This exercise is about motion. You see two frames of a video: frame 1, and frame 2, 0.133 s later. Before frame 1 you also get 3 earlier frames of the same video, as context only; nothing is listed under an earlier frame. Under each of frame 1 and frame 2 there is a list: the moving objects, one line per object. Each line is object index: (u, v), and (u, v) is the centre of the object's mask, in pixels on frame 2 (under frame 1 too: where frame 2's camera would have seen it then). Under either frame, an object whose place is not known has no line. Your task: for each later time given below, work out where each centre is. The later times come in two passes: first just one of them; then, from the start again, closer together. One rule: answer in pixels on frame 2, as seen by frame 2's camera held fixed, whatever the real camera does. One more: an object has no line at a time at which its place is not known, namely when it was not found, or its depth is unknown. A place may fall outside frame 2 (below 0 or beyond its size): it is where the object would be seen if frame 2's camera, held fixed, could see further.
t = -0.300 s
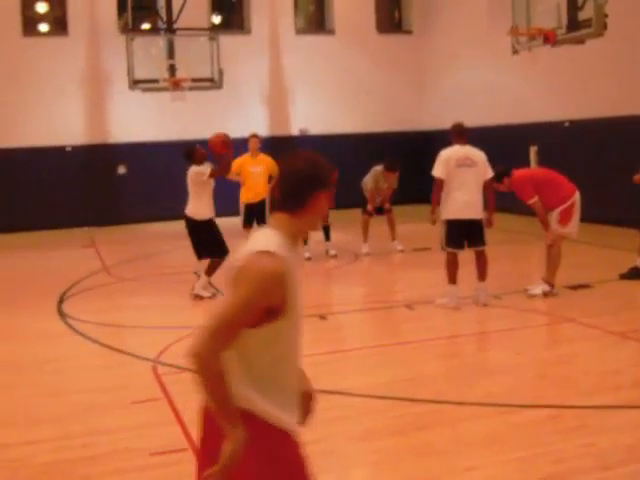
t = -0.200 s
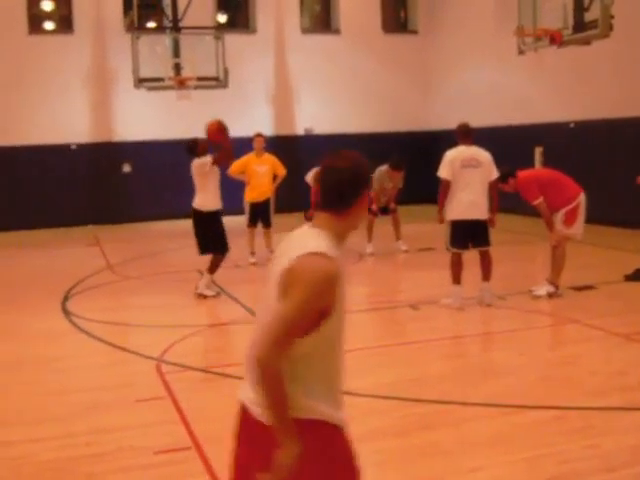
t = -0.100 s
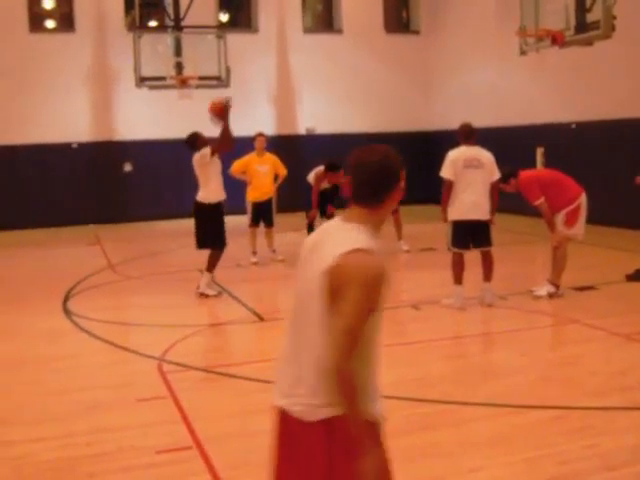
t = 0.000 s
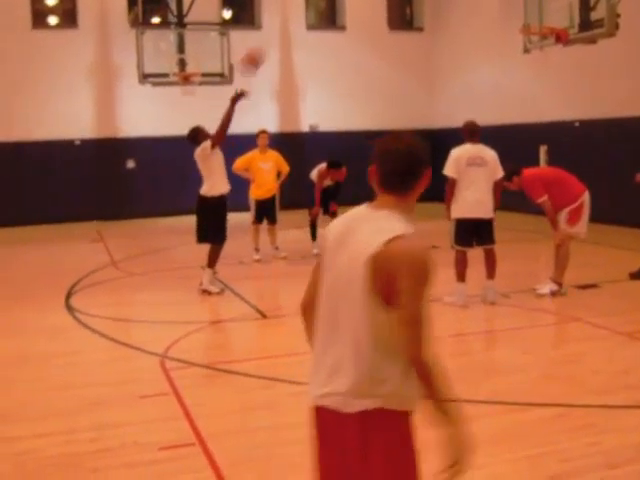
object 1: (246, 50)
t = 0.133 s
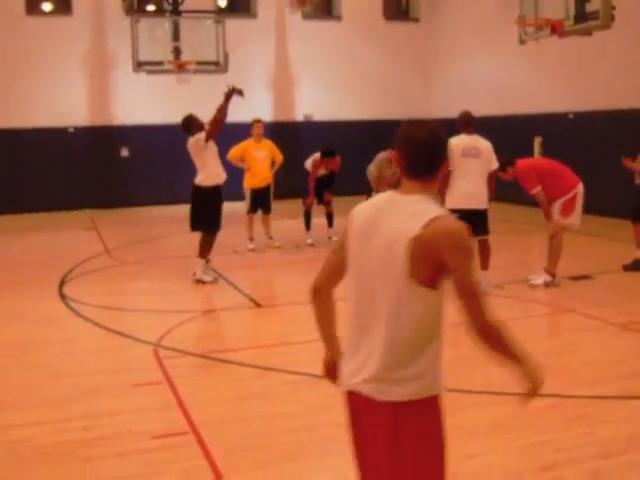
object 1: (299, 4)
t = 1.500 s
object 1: (405, 24)
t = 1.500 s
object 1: (405, 24)
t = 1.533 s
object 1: (398, 34)
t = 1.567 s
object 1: (392, 41)
